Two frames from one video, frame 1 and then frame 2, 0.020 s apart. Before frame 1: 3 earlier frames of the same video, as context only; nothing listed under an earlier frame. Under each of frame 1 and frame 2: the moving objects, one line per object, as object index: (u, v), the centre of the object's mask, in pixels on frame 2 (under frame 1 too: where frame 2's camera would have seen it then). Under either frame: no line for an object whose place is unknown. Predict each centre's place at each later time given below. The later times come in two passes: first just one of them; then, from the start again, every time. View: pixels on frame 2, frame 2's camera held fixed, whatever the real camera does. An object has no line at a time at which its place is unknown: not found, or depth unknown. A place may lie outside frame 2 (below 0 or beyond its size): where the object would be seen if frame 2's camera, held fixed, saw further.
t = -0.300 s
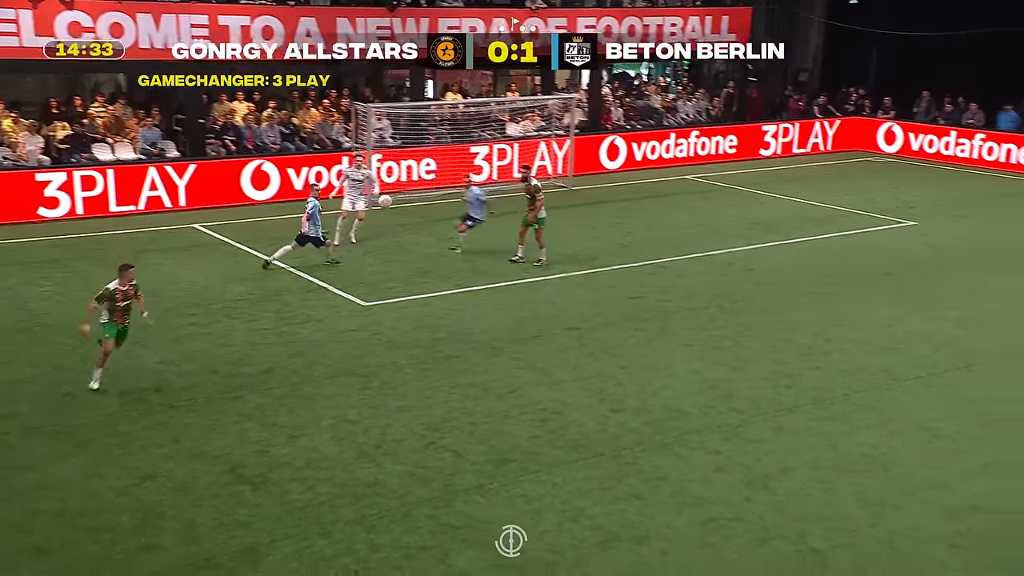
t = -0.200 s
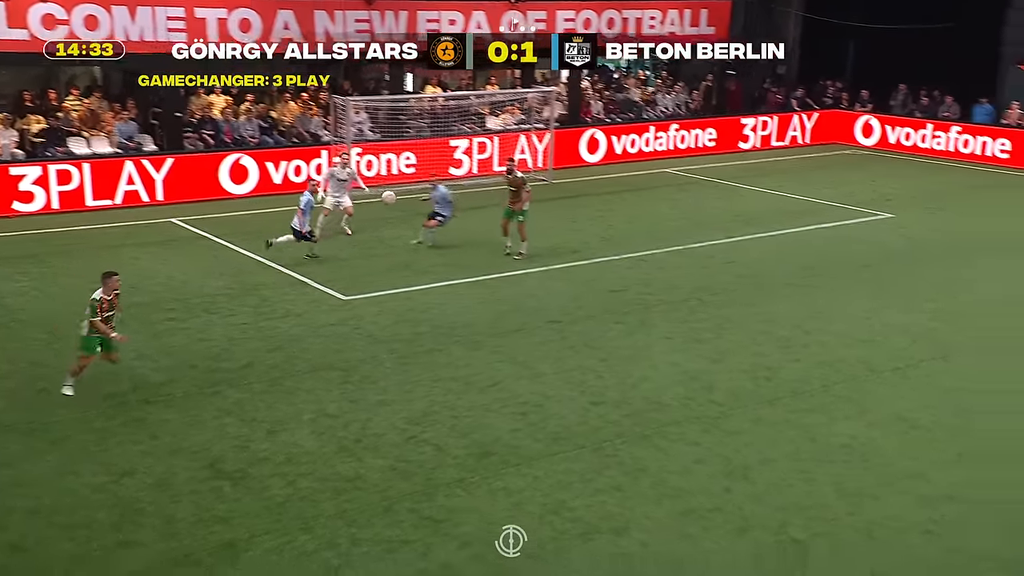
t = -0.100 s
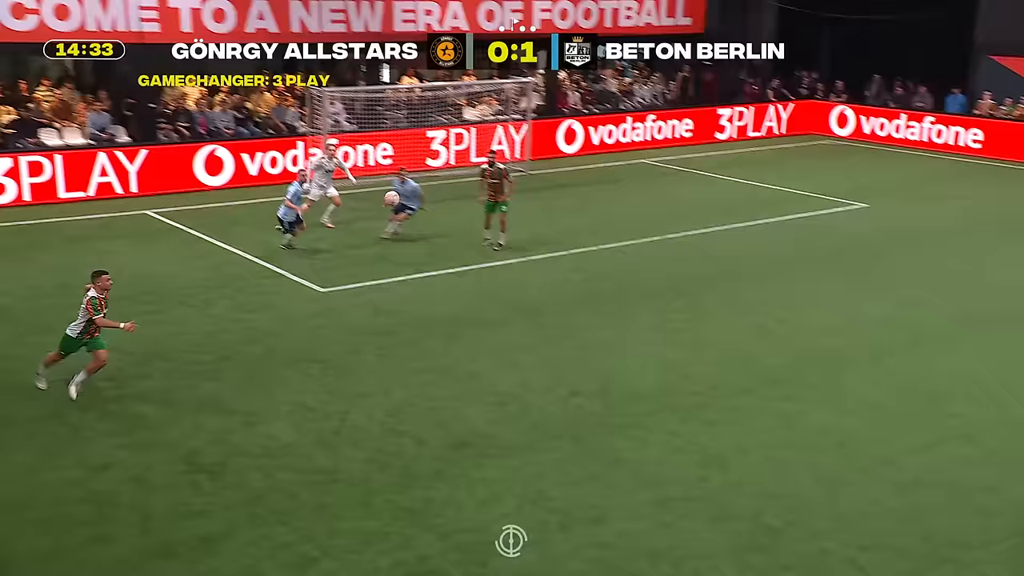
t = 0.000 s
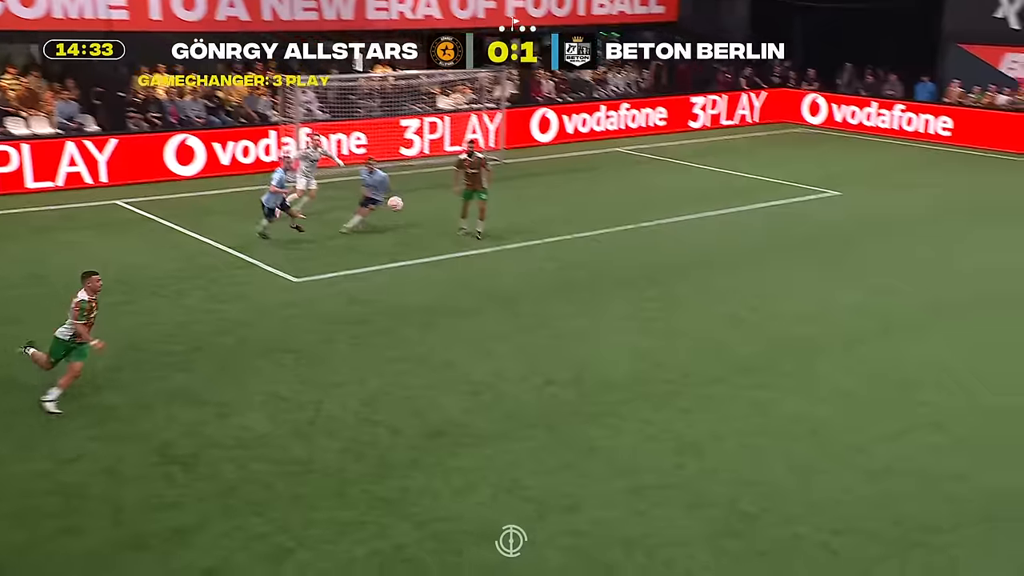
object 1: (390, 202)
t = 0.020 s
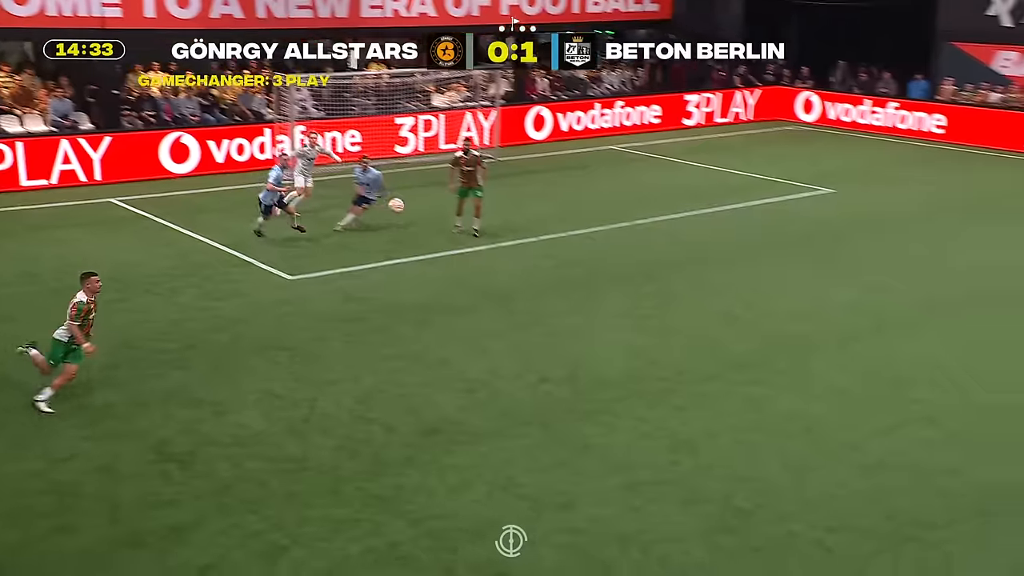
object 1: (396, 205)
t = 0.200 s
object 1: (455, 254)
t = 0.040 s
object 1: (402, 210)
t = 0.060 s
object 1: (408, 214)
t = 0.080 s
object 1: (415, 219)
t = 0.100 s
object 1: (422, 224)
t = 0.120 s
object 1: (428, 230)
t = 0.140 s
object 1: (434, 235)
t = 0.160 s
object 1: (441, 242)
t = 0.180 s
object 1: (448, 247)
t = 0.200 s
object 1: (455, 254)
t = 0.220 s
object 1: (462, 262)
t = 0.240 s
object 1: (469, 268)
